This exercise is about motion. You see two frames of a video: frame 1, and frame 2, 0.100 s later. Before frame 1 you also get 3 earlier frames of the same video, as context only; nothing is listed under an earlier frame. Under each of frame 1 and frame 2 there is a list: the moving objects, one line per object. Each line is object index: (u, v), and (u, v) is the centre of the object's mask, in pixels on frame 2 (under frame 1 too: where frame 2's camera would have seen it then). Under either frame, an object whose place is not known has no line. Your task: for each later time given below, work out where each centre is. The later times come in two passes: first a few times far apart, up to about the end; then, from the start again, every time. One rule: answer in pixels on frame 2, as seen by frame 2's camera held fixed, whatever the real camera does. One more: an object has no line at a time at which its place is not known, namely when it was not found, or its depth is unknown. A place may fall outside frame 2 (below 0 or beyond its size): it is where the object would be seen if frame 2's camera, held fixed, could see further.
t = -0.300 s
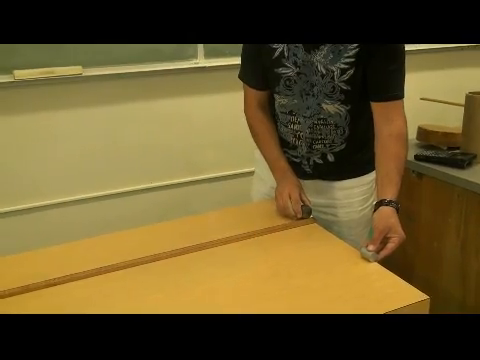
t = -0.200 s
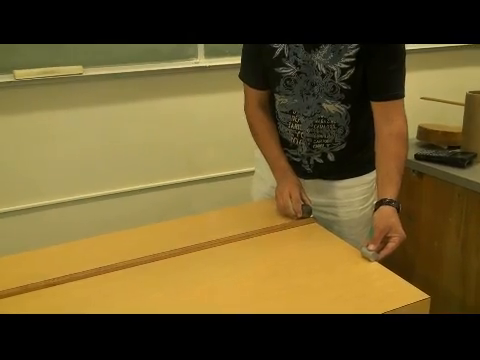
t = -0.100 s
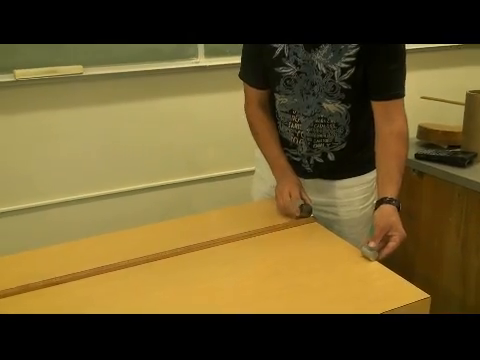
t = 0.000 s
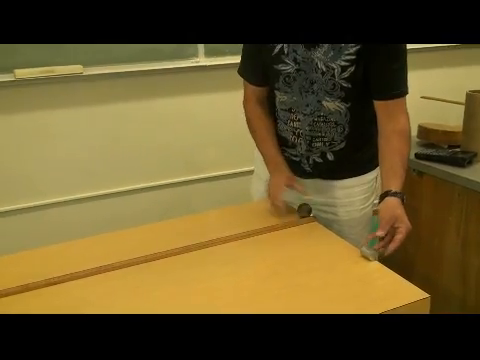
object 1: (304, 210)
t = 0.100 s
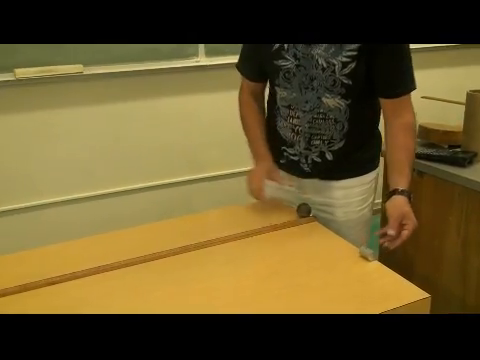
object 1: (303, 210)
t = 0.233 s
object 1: (302, 210)
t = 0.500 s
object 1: (295, 212)
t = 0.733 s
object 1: (288, 214)
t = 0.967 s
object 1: (291, 213)
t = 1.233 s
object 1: (298, 211)
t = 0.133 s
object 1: (303, 210)
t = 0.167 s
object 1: (302, 210)
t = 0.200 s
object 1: (302, 210)
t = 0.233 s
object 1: (302, 210)
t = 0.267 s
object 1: (301, 211)
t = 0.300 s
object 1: (301, 211)
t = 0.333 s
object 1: (300, 211)
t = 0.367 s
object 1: (299, 211)
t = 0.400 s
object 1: (299, 211)
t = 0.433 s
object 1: (298, 211)
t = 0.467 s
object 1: (296, 212)
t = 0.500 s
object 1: (295, 212)
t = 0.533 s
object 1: (294, 212)
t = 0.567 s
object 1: (292, 213)
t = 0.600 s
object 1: (291, 213)
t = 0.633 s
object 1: (290, 214)
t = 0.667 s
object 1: (289, 214)
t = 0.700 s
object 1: (288, 214)
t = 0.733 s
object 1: (288, 214)
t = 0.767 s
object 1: (287, 214)
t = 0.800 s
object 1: (287, 214)
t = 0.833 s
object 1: (289, 214)
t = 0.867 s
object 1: (290, 214)
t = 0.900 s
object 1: (290, 213)
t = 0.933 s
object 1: (291, 213)
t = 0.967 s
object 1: (291, 213)
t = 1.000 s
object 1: (291, 213)
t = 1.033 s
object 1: (292, 213)
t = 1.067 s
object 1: (293, 213)
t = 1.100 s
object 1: (294, 213)
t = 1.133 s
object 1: (295, 213)
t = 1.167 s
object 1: (296, 212)
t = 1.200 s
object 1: (297, 212)
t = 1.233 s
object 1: (298, 211)
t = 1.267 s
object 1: (299, 211)
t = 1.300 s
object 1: (299, 211)
